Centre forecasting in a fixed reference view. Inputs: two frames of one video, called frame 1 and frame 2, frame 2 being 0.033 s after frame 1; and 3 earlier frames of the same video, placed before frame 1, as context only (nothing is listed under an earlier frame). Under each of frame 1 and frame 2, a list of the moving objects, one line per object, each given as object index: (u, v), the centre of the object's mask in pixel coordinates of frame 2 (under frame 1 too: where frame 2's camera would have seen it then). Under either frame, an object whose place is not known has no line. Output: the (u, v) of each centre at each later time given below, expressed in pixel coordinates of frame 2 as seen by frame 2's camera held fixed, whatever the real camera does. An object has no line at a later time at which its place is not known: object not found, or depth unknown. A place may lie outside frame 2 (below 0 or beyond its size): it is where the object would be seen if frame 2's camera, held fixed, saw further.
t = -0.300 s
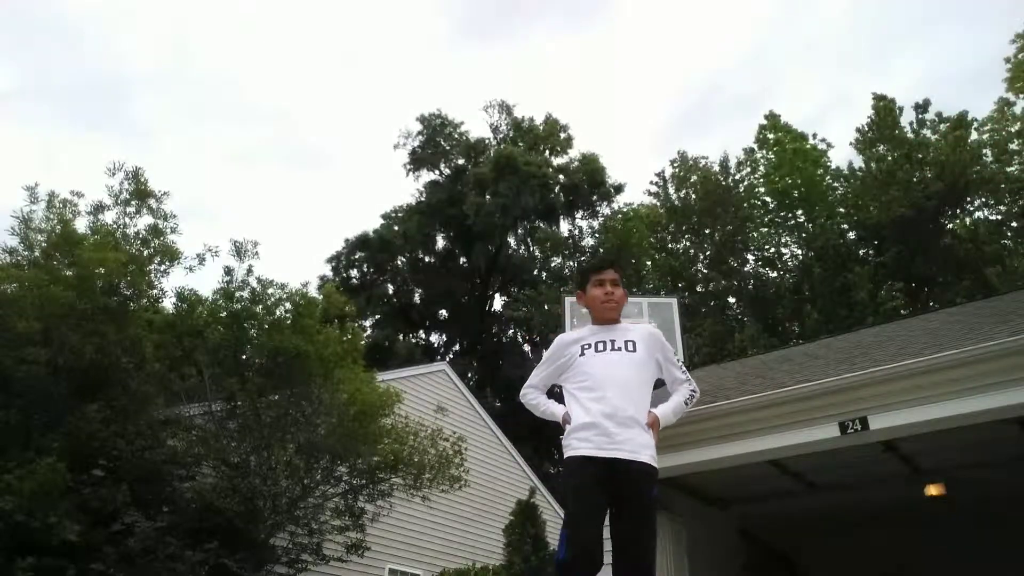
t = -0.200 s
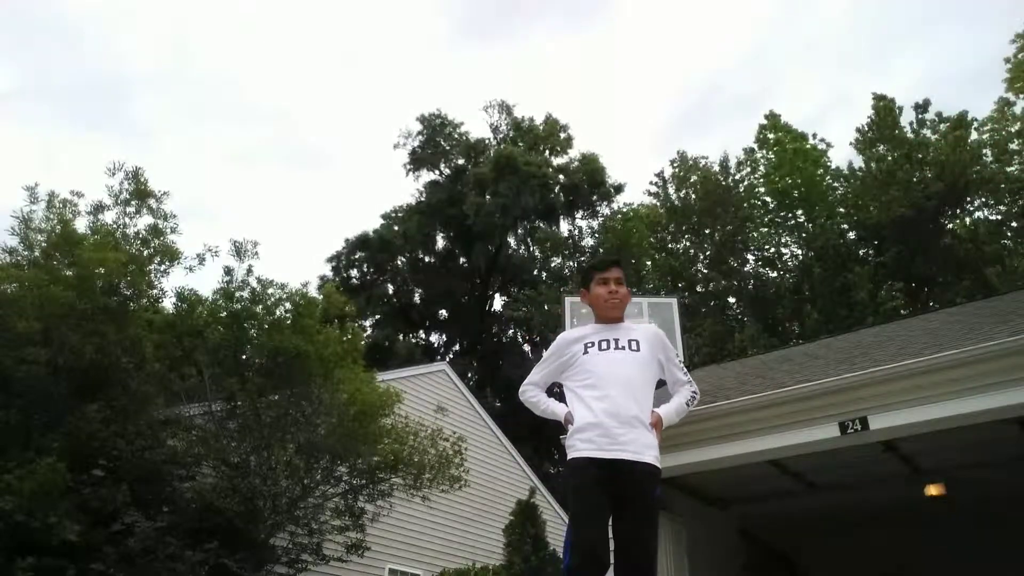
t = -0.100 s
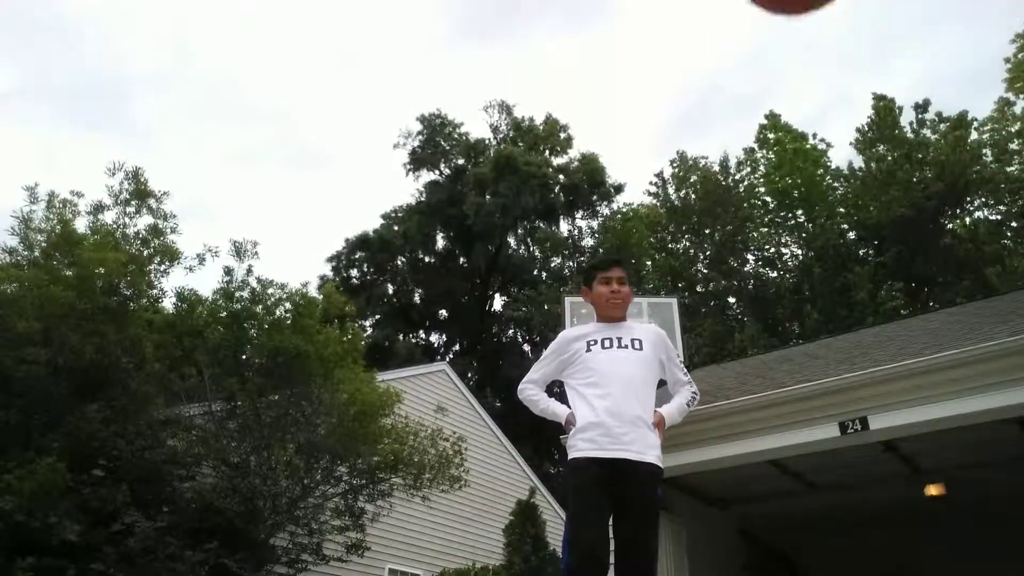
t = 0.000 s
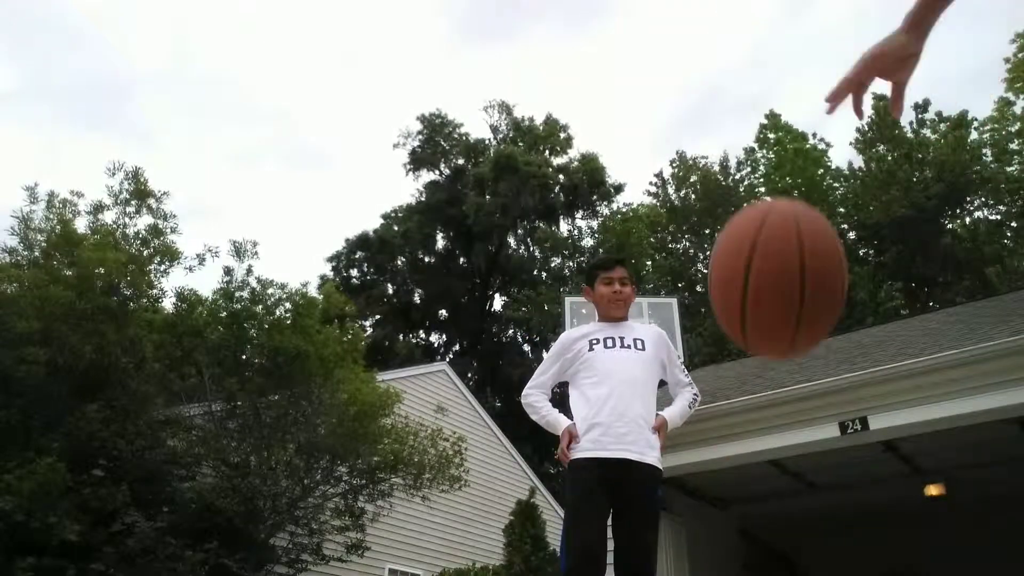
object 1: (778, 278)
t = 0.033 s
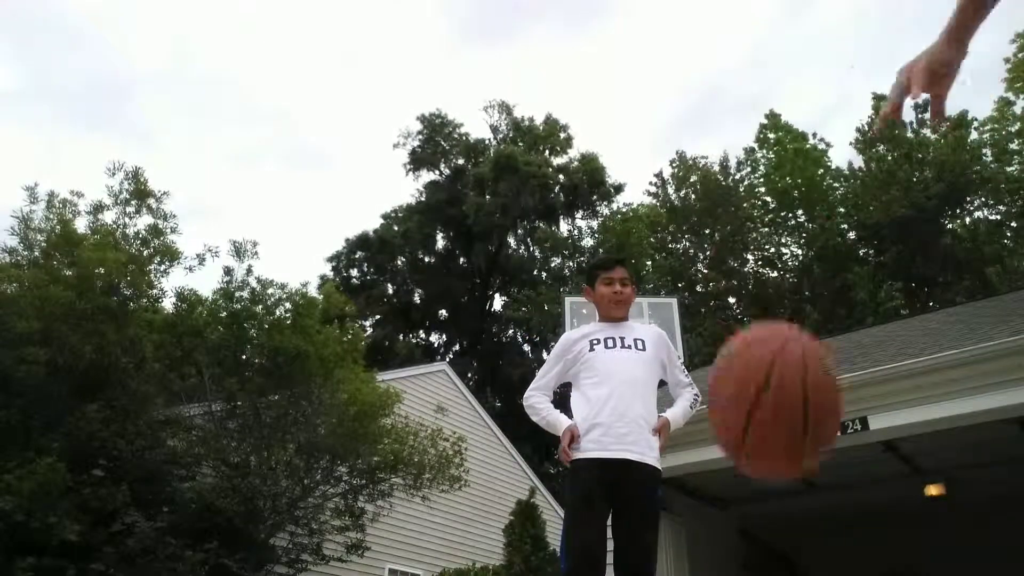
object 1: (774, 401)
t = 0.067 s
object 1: (771, 517)
